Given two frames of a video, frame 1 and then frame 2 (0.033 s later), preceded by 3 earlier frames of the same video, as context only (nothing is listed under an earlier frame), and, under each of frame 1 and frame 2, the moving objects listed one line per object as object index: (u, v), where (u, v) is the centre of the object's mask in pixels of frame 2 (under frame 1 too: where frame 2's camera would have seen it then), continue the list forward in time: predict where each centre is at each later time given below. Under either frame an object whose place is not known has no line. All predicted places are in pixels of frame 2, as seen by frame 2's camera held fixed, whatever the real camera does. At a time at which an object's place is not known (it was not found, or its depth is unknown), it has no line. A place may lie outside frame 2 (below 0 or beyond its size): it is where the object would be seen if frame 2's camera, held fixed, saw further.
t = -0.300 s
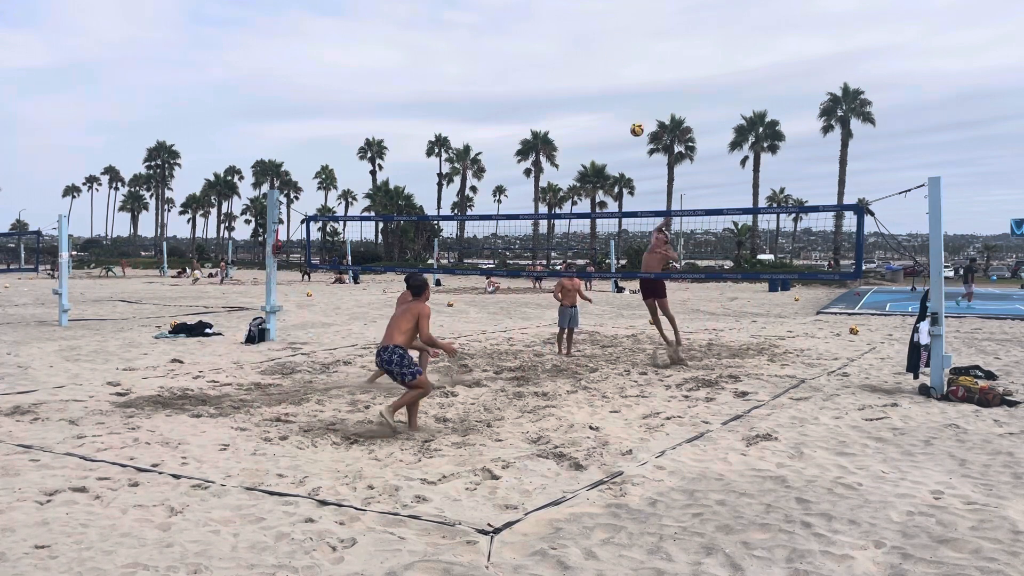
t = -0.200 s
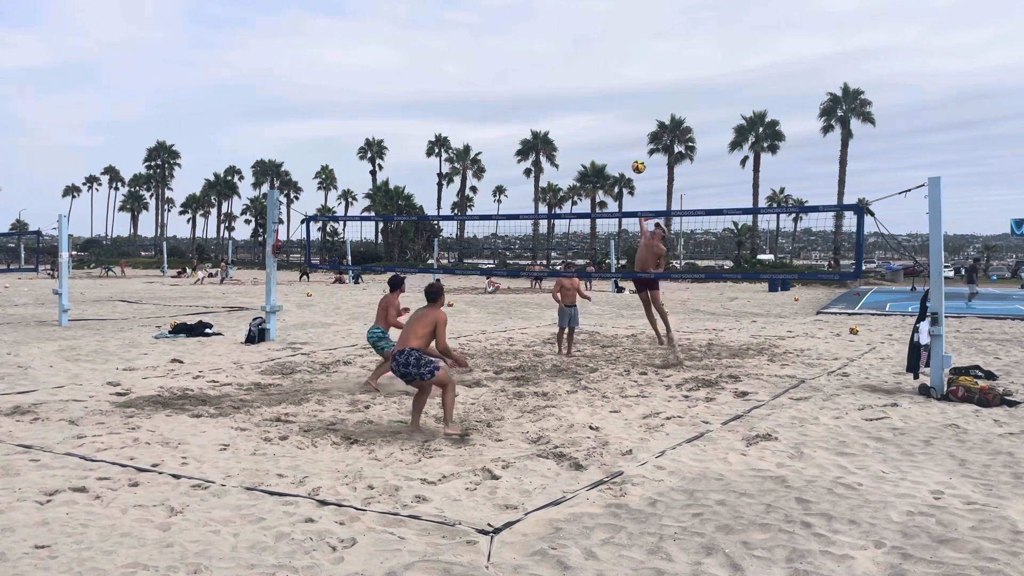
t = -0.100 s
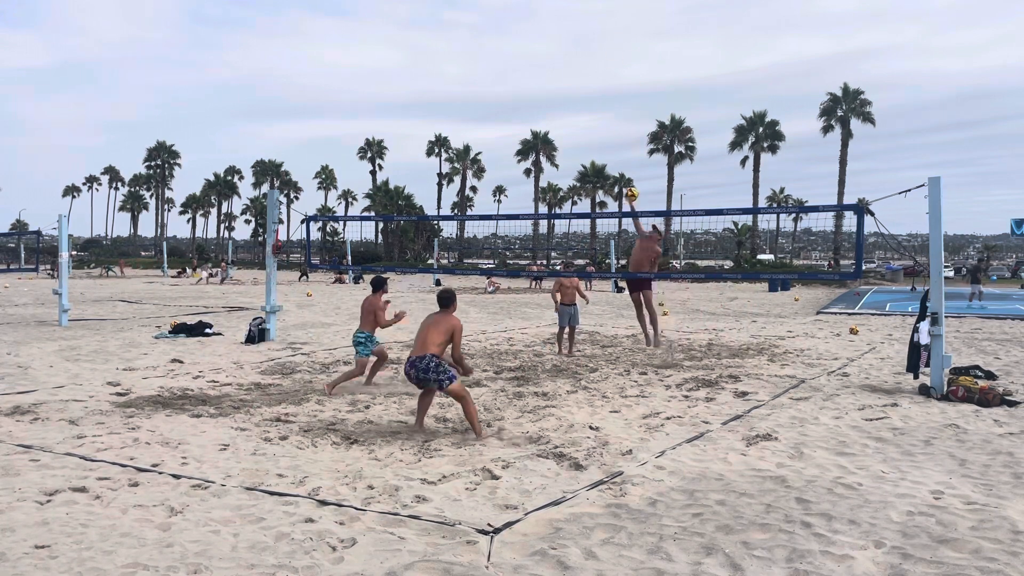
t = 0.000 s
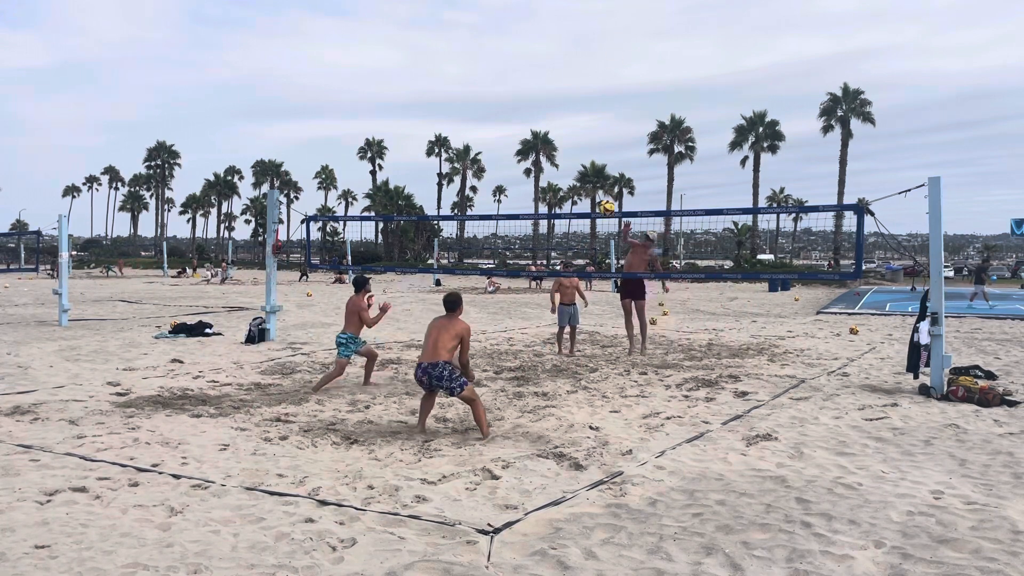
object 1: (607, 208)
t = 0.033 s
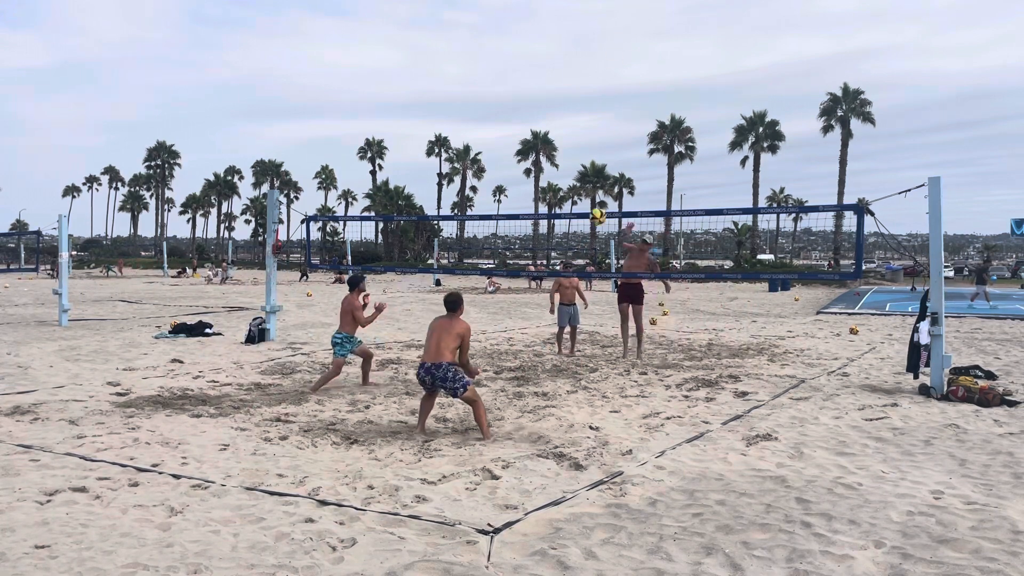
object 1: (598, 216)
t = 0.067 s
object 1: (588, 226)
